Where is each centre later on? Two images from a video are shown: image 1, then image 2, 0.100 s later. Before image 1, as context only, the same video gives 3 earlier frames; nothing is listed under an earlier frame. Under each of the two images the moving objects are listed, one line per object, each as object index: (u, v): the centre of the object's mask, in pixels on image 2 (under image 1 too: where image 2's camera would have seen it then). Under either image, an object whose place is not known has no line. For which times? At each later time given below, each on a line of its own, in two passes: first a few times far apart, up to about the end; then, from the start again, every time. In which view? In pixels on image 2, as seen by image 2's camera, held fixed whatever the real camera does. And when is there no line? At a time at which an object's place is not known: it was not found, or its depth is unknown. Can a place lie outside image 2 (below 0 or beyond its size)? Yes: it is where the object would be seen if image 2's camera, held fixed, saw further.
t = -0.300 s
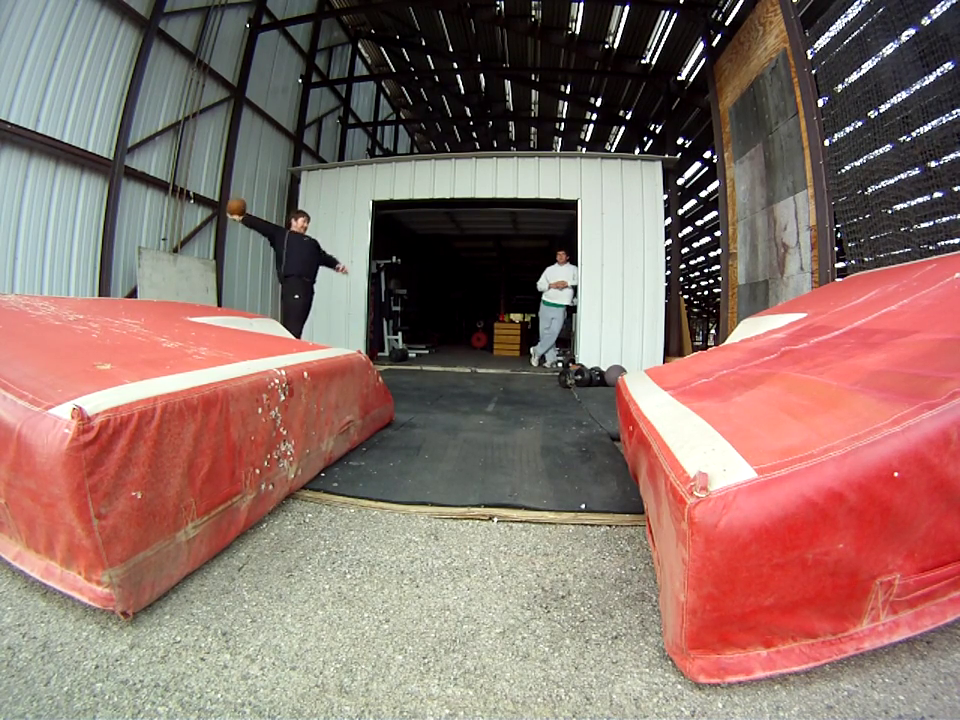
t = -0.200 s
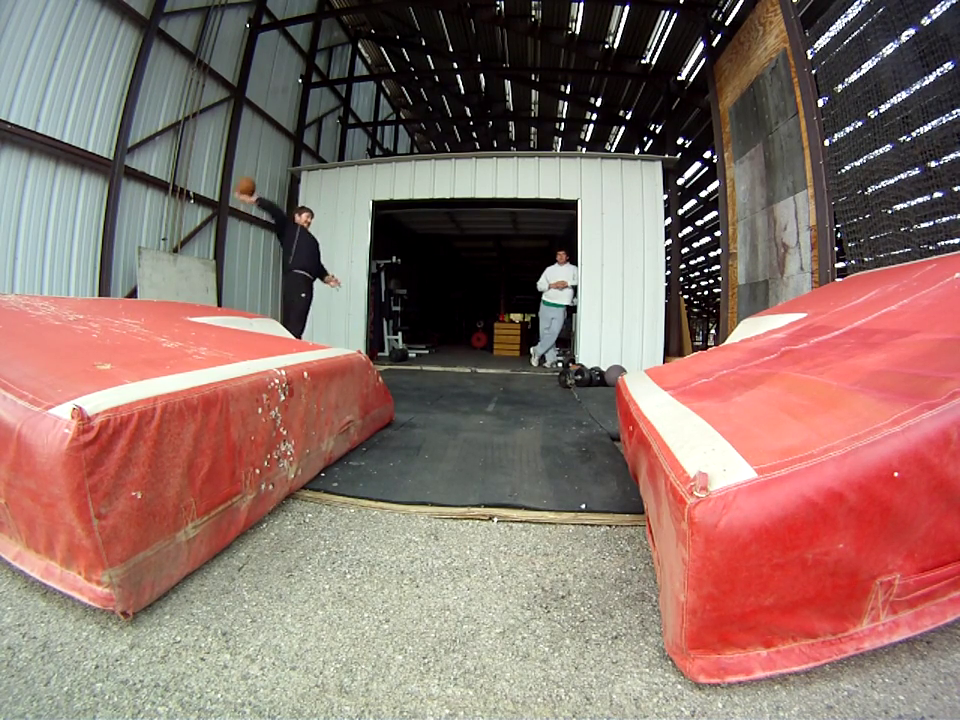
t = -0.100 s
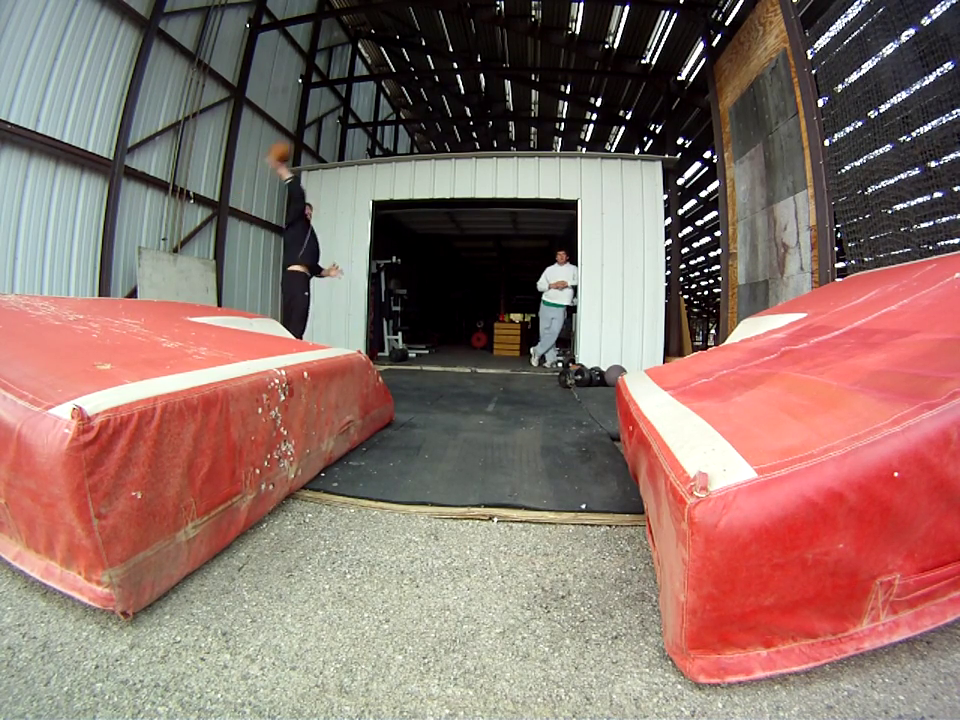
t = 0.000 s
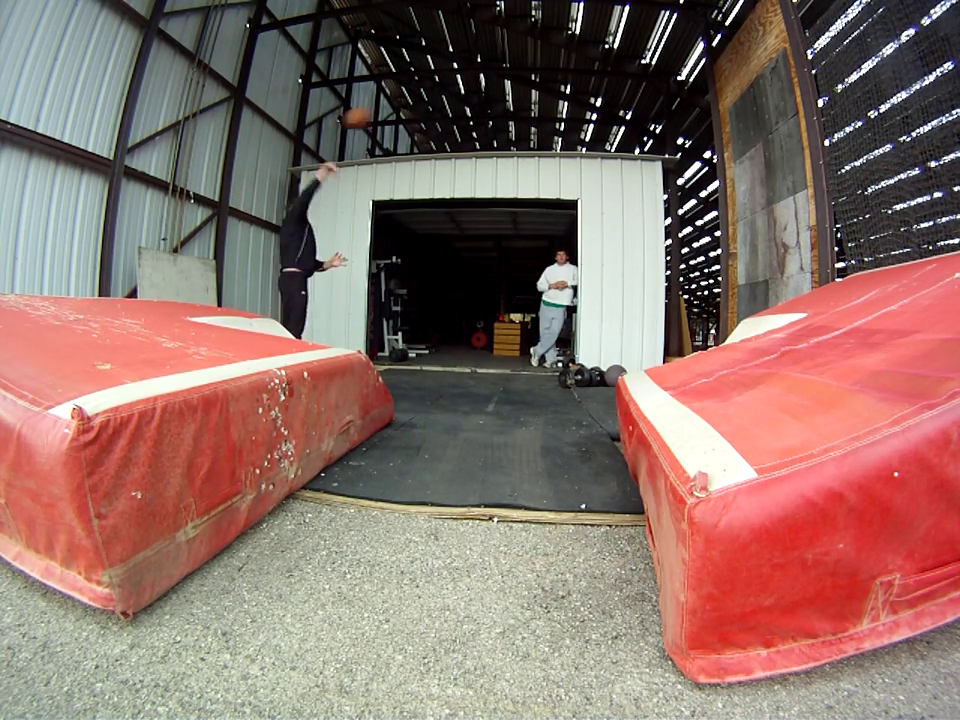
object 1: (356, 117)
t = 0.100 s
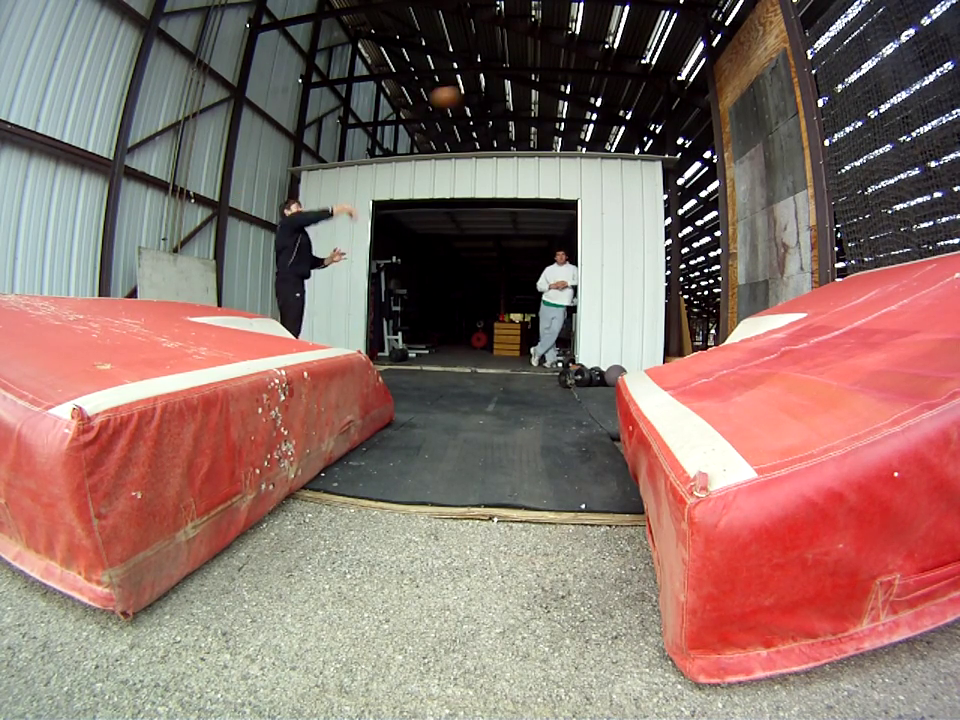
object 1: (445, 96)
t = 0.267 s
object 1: (589, 94)
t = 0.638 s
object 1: (700, 167)
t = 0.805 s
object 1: (637, 221)
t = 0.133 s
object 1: (476, 93)
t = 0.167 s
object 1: (503, 91)
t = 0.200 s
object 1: (533, 91)
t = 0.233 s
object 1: (561, 92)
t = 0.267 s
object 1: (589, 94)
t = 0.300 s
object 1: (617, 99)
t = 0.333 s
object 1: (645, 106)
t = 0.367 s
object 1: (671, 113)
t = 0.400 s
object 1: (695, 122)
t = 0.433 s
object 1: (719, 132)
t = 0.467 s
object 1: (745, 144)
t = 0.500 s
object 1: (746, 150)
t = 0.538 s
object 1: (734, 152)
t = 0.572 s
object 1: (723, 156)
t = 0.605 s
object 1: (711, 161)
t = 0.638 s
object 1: (700, 167)
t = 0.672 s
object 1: (687, 176)
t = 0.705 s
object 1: (675, 185)
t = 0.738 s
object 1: (663, 195)
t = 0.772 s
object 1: (650, 207)
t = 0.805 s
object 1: (637, 221)
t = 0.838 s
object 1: (624, 236)
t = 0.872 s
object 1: (610, 252)
